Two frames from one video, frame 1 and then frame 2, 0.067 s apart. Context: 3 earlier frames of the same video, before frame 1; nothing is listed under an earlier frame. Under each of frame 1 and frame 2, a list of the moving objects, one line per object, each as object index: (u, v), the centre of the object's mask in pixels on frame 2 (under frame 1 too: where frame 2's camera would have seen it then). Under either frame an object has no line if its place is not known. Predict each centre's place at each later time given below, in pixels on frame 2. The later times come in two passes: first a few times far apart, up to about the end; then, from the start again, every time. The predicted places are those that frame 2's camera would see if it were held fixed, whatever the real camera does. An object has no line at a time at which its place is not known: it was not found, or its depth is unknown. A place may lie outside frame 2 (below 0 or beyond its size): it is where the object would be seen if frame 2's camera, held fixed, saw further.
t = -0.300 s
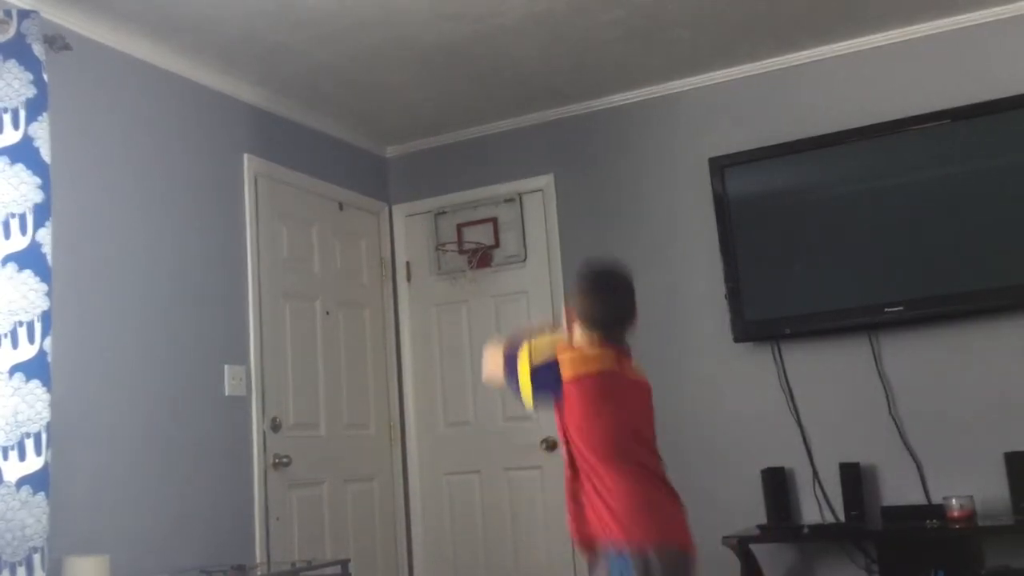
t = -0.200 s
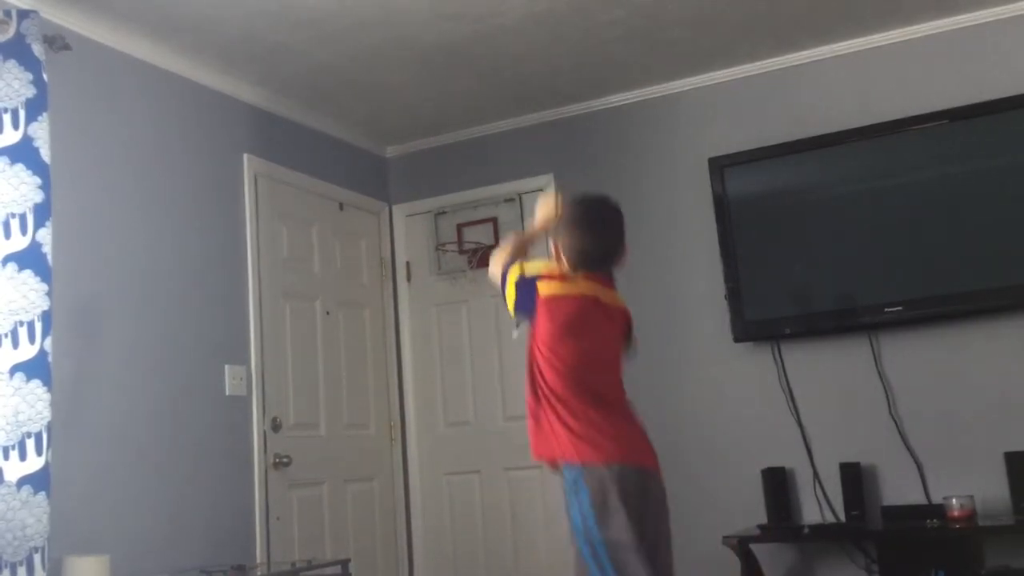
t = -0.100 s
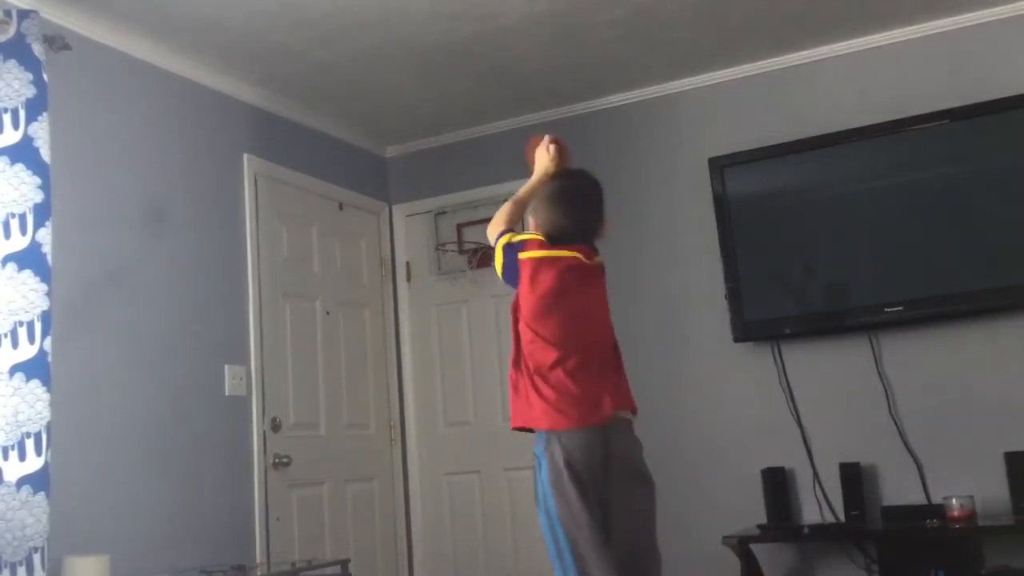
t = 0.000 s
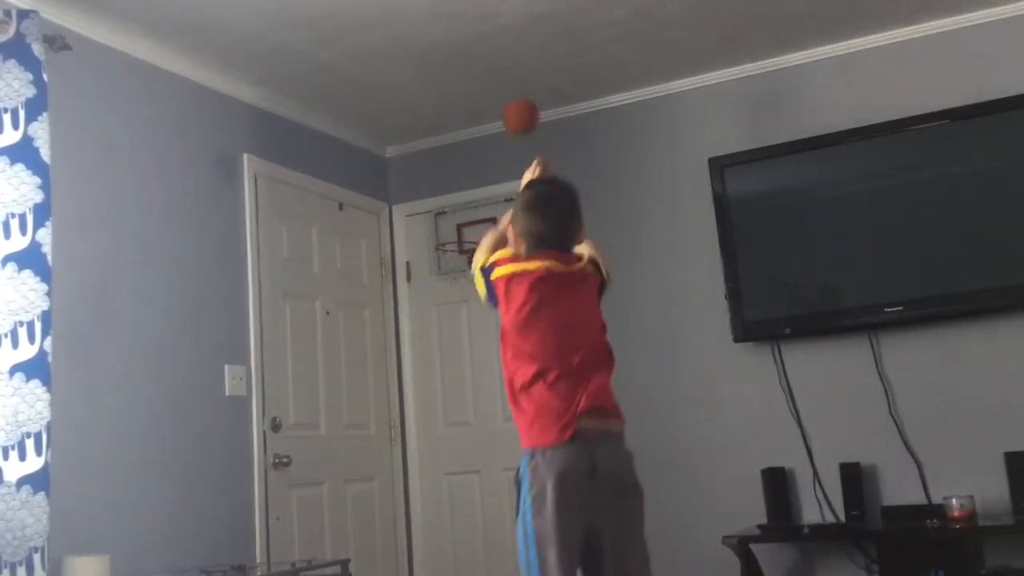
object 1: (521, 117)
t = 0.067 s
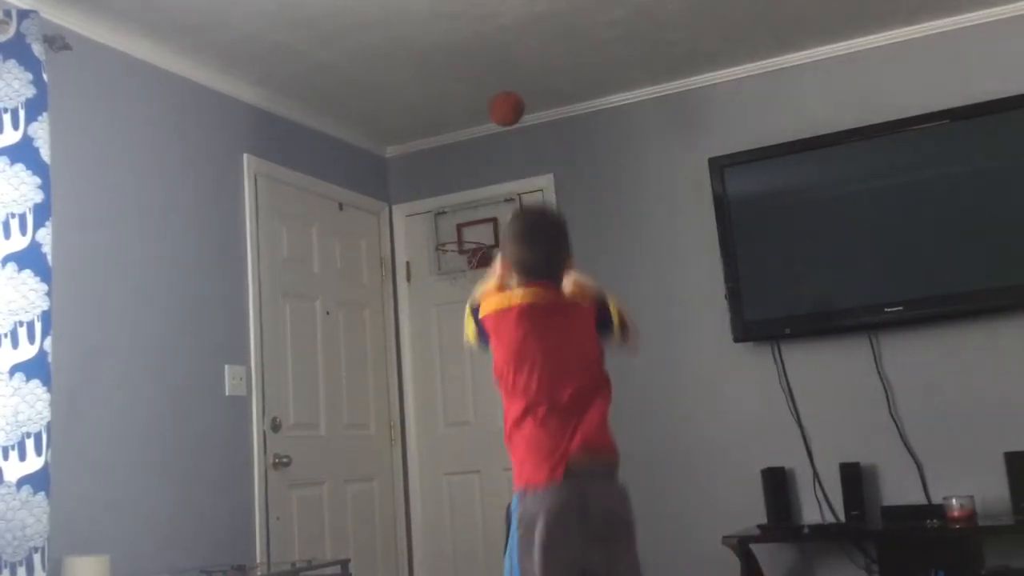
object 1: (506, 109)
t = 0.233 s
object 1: (482, 138)
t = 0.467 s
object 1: (423, 216)
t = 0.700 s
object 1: (306, 364)
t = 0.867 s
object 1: (284, 515)
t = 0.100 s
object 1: (500, 110)
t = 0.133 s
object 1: (495, 114)
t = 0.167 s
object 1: (490, 120)
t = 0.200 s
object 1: (486, 127)
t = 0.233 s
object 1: (482, 138)
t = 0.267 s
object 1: (479, 151)
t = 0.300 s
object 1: (476, 165)
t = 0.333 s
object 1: (472, 181)
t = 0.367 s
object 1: (470, 196)
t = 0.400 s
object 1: (455, 201)
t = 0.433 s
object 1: (439, 207)
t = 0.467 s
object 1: (423, 216)
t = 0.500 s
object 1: (408, 228)
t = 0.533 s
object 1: (391, 243)
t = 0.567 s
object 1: (375, 260)
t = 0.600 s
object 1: (360, 279)
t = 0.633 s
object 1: (342, 304)
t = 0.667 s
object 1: (323, 333)
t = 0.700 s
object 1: (306, 364)
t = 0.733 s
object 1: (288, 398)
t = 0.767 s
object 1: (285, 423)
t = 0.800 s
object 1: (286, 447)
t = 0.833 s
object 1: (285, 476)
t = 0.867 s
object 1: (284, 515)
